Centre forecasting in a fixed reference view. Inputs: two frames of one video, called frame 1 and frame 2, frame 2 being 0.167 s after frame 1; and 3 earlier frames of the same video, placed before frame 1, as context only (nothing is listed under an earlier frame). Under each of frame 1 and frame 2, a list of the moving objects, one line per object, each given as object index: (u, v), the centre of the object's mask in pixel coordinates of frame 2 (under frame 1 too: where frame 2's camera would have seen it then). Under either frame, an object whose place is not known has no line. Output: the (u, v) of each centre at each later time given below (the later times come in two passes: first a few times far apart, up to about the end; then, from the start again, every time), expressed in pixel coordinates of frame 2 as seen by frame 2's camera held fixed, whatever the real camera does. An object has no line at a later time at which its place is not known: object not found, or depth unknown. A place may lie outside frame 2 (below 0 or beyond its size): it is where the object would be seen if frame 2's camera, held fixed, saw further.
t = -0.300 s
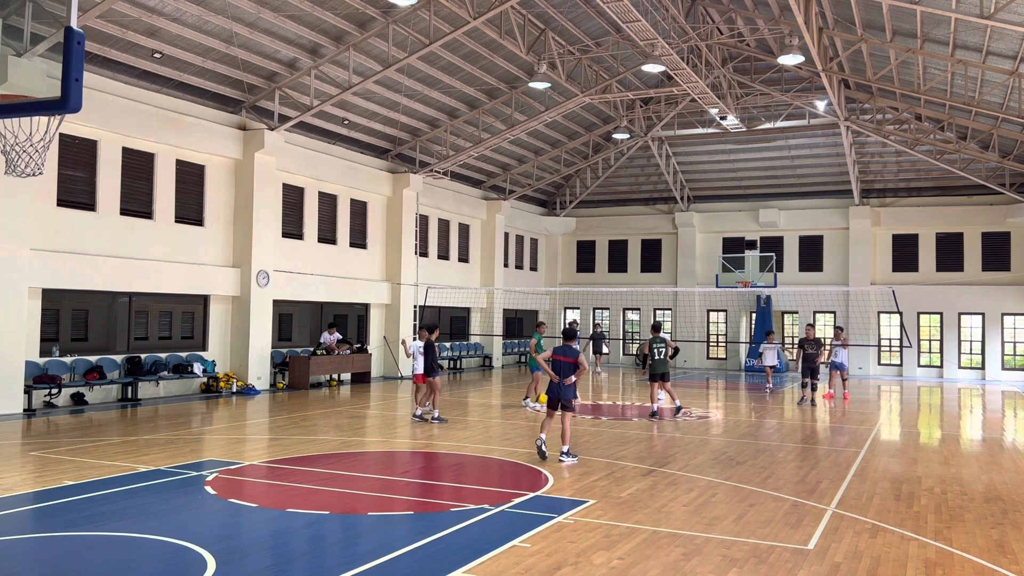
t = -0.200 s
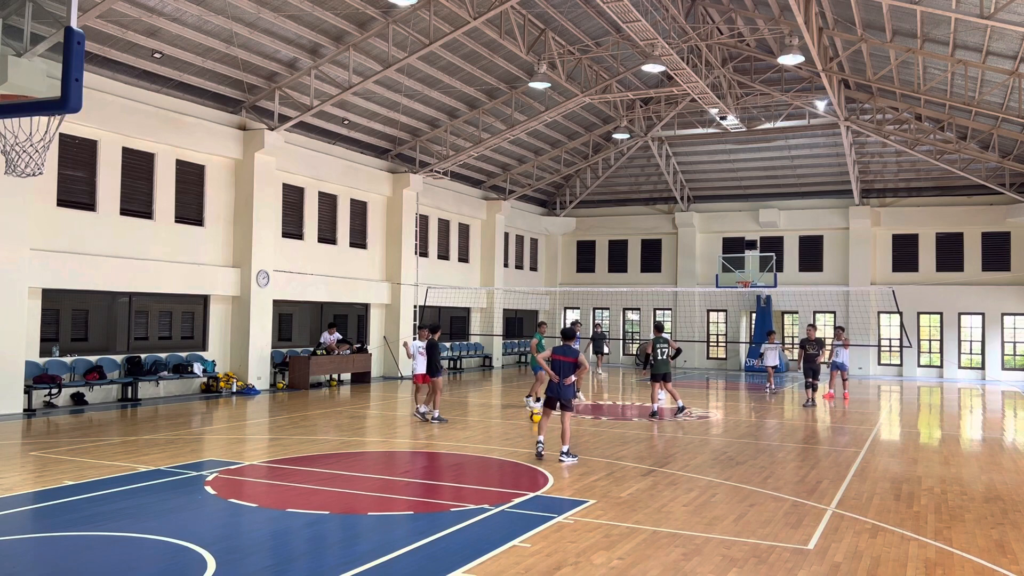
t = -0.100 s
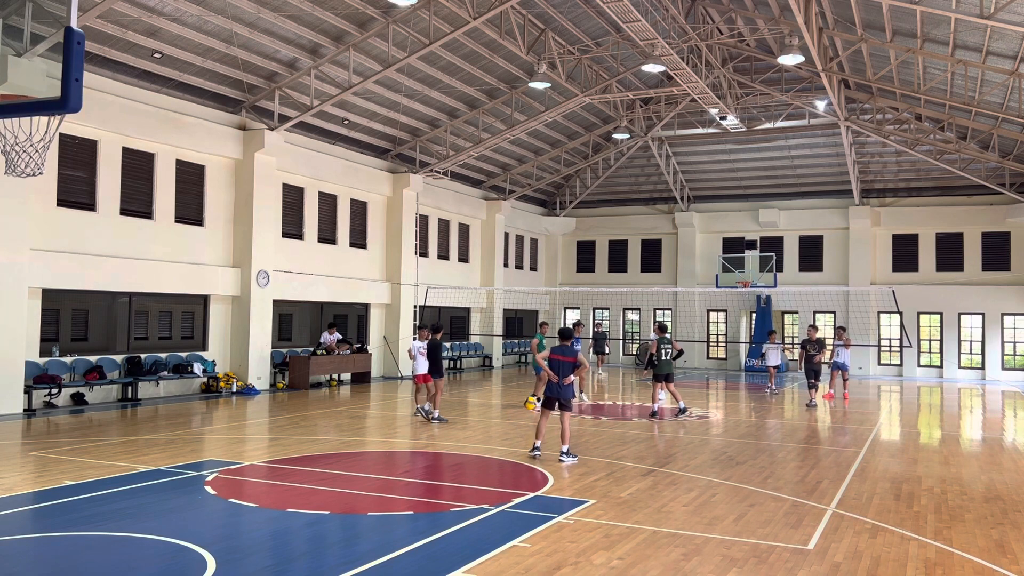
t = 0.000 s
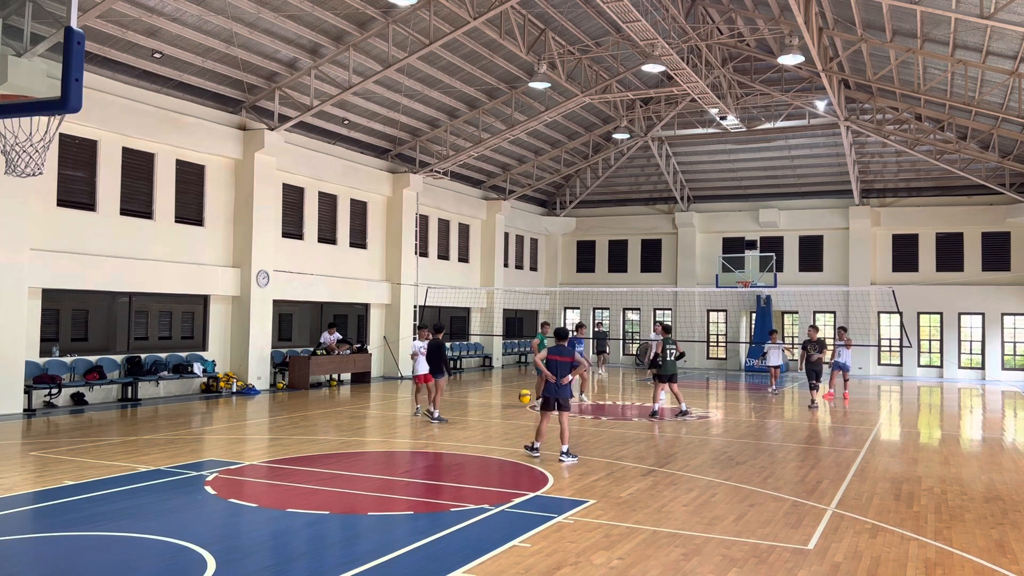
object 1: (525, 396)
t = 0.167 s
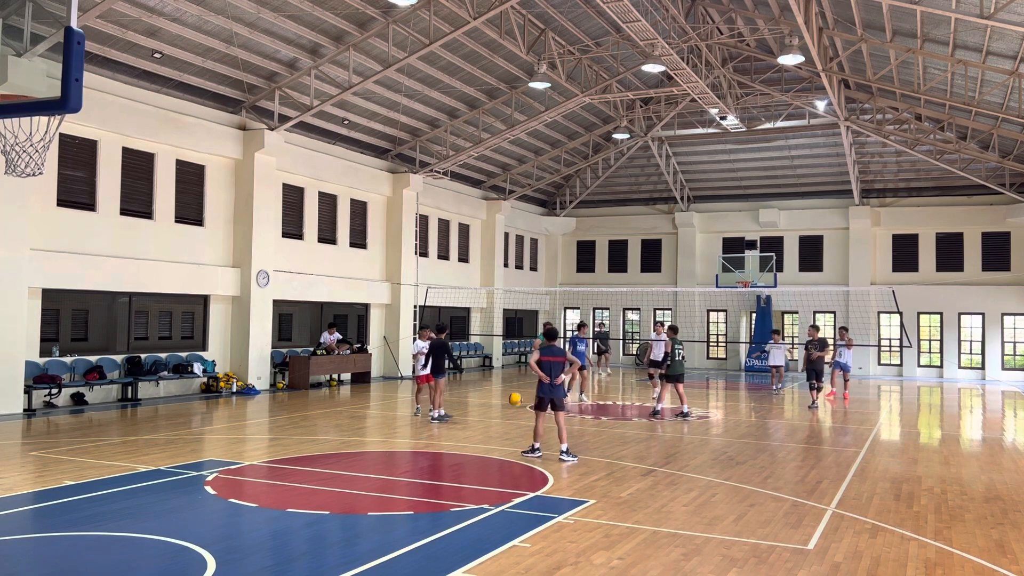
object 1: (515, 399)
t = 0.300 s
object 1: (507, 416)
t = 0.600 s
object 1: (485, 420)
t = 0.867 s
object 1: (463, 446)
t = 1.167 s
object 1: (433, 452)
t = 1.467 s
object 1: (393, 479)
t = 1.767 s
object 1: (343, 513)
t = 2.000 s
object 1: (294, 538)
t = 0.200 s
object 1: (514, 402)
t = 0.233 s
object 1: (511, 406)
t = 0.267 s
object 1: (509, 410)
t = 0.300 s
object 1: (507, 416)
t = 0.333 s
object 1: (505, 422)
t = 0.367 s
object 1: (502, 429)
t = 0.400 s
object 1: (500, 437)
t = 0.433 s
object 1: (498, 433)
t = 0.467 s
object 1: (495, 428)
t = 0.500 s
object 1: (493, 425)
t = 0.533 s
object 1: (490, 422)
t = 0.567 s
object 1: (488, 421)
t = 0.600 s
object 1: (485, 420)
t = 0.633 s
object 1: (483, 420)
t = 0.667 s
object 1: (481, 420)
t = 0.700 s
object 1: (477, 423)
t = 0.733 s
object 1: (475, 425)
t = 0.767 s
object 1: (472, 428)
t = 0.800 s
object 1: (469, 433)
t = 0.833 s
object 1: (467, 438)
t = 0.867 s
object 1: (463, 446)
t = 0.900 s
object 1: (461, 453)
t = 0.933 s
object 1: (457, 460)
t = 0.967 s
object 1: (454, 455)
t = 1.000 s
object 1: (451, 453)
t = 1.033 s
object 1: (447, 451)
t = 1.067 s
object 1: (443, 450)
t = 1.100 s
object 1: (440, 450)
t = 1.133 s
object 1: (437, 450)
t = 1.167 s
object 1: (433, 452)
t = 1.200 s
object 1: (428, 456)
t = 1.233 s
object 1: (424, 460)
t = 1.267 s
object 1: (420, 466)
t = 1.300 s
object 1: (416, 472)
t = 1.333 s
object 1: (412, 481)
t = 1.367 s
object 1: (407, 485)
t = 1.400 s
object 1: (403, 481)
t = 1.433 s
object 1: (398, 479)
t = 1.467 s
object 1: (393, 479)
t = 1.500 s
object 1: (389, 479)
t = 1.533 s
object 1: (384, 480)
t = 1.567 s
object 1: (378, 483)
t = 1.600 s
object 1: (373, 488)
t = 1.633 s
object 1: (367, 494)
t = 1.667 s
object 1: (362, 501)
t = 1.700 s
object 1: (355, 509)
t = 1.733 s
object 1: (349, 516)
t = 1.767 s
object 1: (343, 513)
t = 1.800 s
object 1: (337, 512)
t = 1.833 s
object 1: (331, 512)
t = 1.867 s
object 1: (324, 514)
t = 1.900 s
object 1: (317, 517)
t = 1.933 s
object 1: (309, 522)
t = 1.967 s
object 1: (302, 529)
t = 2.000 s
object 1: (294, 538)
